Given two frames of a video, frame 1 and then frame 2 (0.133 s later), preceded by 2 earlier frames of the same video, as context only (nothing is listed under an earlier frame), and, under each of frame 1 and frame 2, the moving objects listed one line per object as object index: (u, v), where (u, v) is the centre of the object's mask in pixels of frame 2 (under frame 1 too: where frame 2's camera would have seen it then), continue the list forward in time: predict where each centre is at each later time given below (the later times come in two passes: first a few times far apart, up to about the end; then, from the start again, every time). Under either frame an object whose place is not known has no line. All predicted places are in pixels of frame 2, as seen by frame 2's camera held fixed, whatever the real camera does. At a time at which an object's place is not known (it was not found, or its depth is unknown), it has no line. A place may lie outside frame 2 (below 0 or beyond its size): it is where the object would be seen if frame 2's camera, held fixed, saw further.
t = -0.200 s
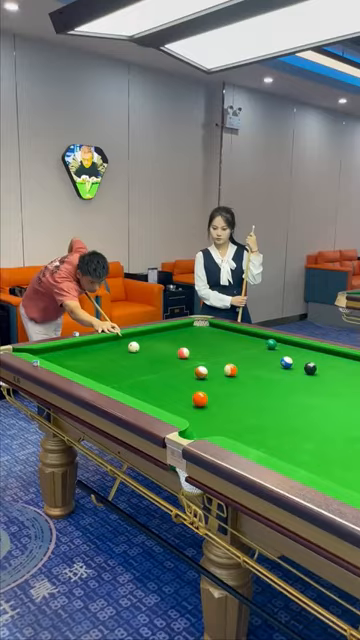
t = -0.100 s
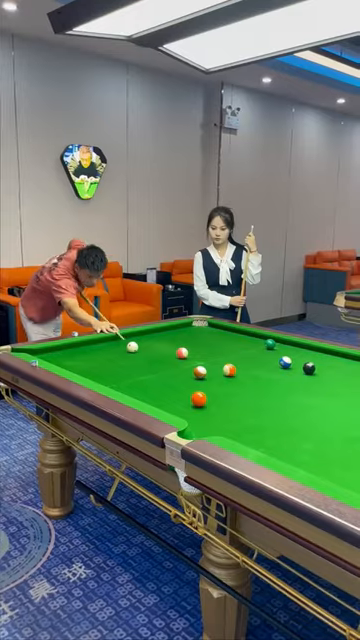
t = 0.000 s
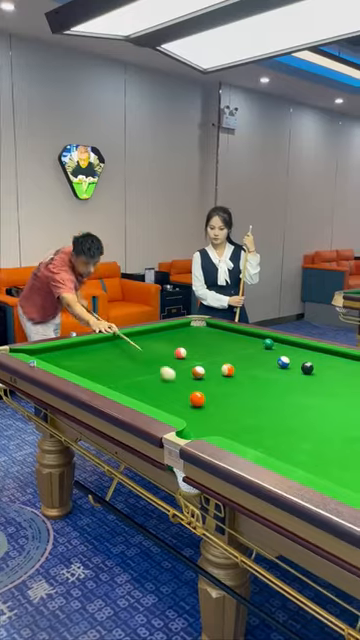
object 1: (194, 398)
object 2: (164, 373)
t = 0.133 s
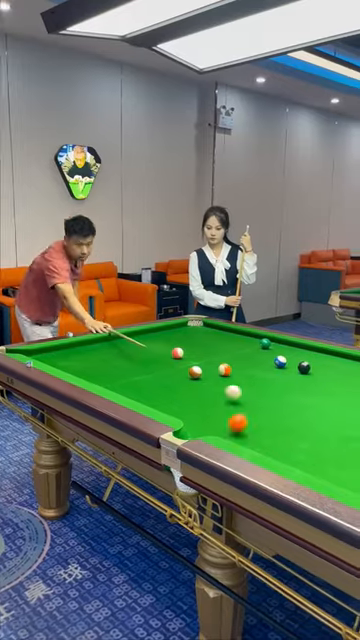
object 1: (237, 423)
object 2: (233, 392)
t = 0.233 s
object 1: (301, 395)
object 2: (264, 392)
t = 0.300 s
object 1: (355, 388)
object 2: (265, 384)
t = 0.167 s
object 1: (257, 409)
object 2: (248, 394)
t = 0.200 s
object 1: (274, 400)
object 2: (261, 394)
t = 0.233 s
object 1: (301, 395)
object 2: (264, 392)
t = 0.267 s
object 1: (329, 391)
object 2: (265, 388)
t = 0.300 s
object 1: (355, 388)
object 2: (265, 384)
